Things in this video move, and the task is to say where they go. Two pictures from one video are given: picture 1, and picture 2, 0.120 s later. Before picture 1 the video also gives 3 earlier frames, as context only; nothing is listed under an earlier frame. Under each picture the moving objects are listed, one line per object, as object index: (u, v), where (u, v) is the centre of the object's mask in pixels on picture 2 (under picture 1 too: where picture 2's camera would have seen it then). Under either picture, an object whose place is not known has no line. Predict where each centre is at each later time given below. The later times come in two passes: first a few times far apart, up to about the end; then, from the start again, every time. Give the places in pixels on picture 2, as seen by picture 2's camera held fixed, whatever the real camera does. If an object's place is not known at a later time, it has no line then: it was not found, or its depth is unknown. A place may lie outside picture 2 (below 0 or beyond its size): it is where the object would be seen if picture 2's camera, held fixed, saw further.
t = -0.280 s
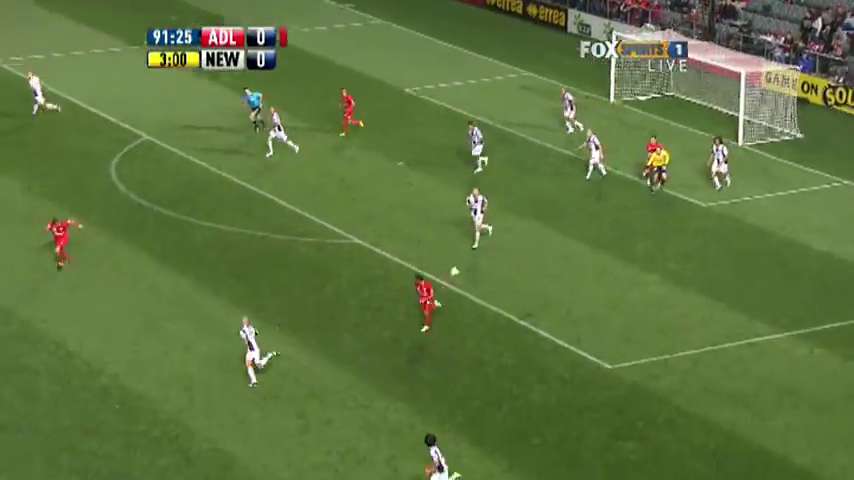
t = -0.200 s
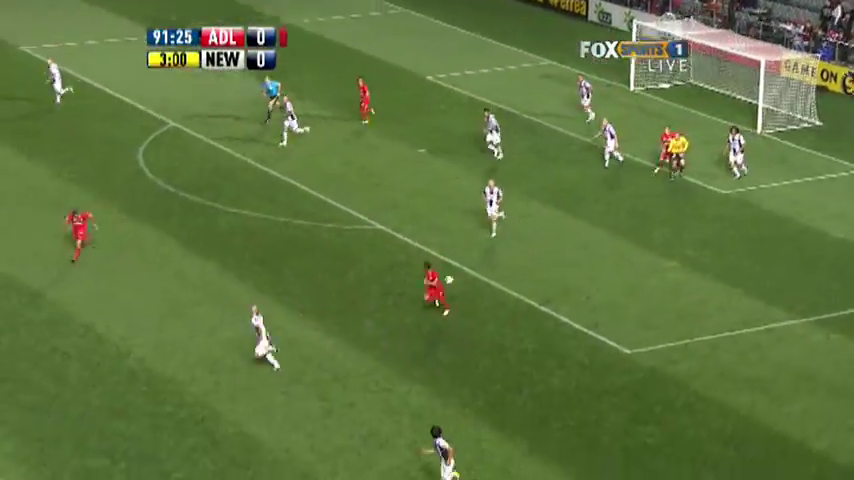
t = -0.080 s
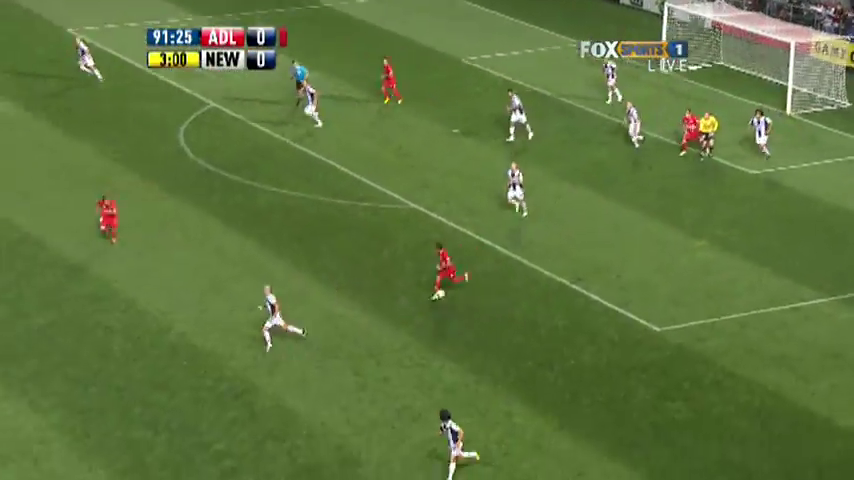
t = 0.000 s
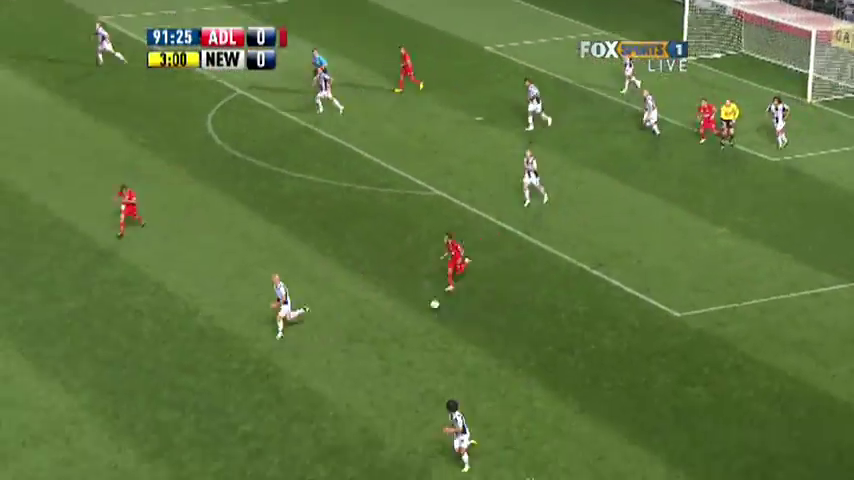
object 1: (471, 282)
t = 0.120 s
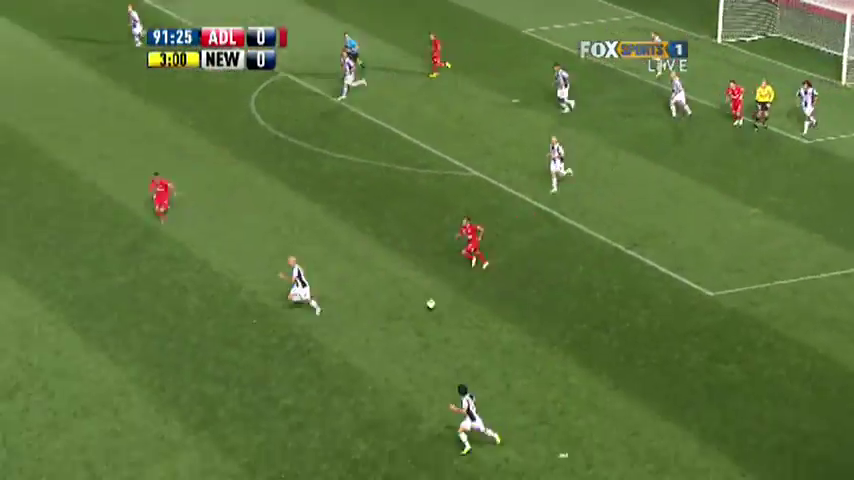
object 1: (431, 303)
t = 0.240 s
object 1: (392, 310)
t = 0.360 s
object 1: (351, 320)
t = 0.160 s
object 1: (418, 306)
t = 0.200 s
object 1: (406, 308)
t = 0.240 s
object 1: (392, 310)
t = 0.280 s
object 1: (379, 313)
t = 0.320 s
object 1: (366, 316)
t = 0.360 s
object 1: (351, 320)
